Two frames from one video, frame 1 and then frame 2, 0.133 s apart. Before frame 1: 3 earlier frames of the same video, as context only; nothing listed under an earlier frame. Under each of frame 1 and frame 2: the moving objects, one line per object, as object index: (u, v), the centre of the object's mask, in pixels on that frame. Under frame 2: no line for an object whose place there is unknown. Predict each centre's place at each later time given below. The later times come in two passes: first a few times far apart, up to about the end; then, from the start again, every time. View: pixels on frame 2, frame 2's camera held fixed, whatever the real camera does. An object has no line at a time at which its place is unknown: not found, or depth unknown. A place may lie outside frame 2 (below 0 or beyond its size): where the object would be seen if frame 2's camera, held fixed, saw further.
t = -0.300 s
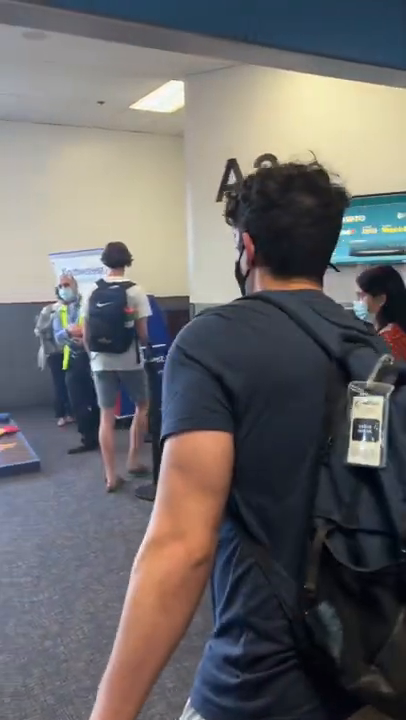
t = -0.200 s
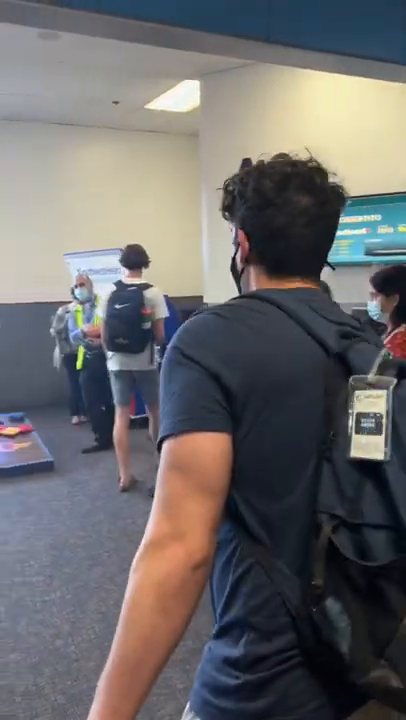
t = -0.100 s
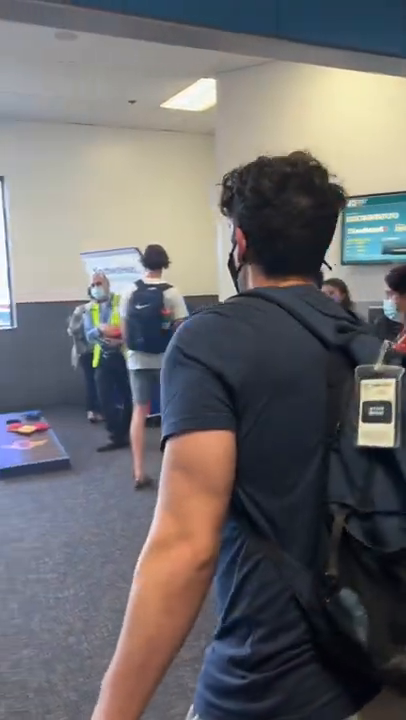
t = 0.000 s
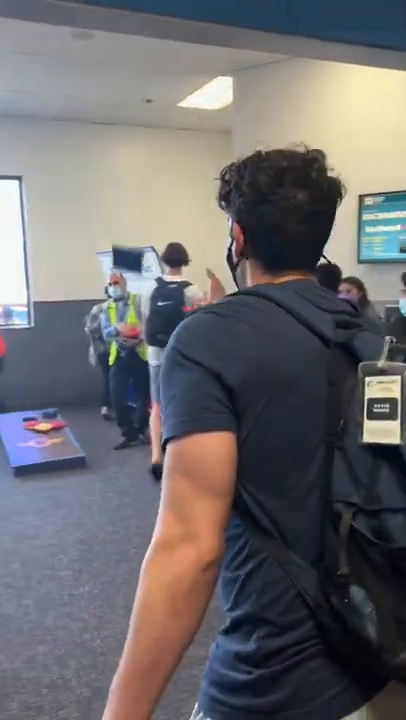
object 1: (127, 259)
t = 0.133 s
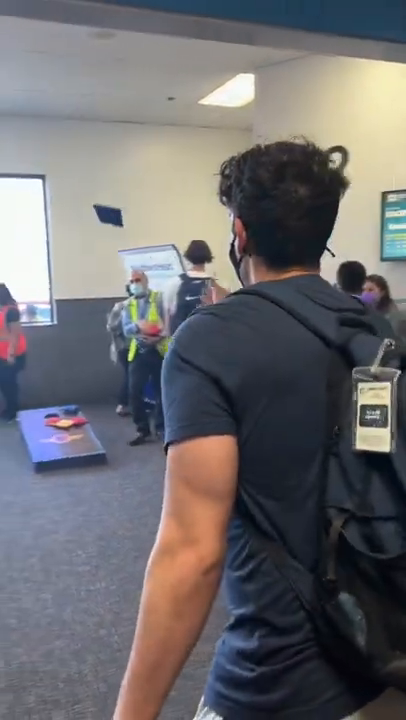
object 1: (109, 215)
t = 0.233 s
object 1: (87, 213)
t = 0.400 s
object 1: (64, 242)
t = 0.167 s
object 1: (101, 212)
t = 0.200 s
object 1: (94, 212)
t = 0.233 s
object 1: (87, 213)
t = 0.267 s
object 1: (82, 216)
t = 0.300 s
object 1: (77, 221)
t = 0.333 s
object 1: (72, 226)
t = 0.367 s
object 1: (69, 234)
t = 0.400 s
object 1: (64, 242)
